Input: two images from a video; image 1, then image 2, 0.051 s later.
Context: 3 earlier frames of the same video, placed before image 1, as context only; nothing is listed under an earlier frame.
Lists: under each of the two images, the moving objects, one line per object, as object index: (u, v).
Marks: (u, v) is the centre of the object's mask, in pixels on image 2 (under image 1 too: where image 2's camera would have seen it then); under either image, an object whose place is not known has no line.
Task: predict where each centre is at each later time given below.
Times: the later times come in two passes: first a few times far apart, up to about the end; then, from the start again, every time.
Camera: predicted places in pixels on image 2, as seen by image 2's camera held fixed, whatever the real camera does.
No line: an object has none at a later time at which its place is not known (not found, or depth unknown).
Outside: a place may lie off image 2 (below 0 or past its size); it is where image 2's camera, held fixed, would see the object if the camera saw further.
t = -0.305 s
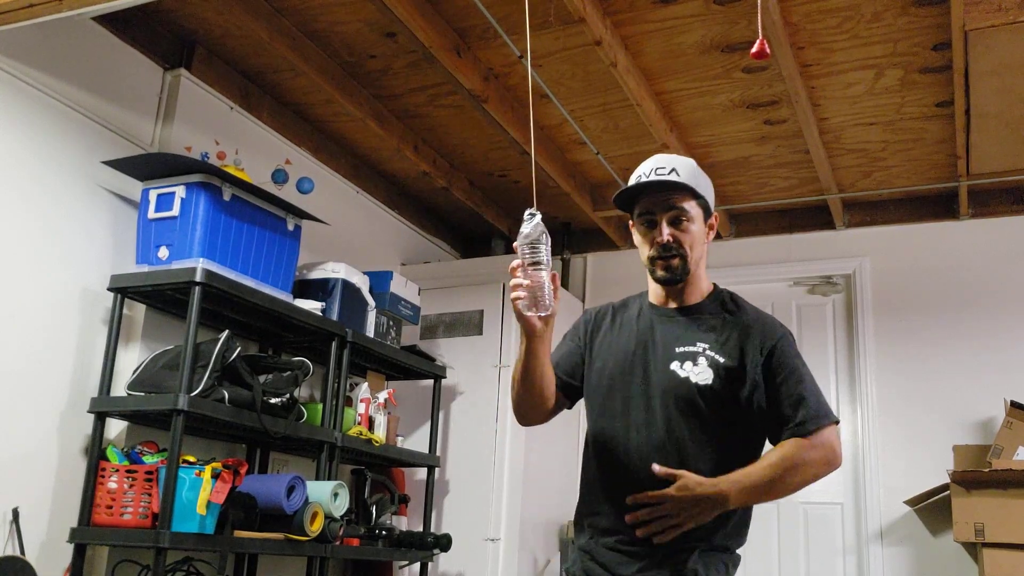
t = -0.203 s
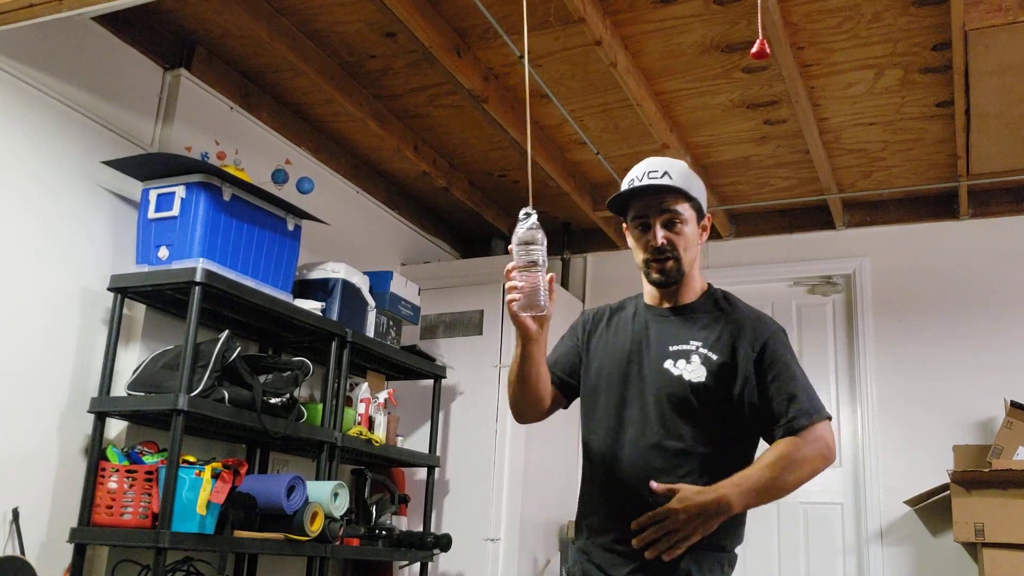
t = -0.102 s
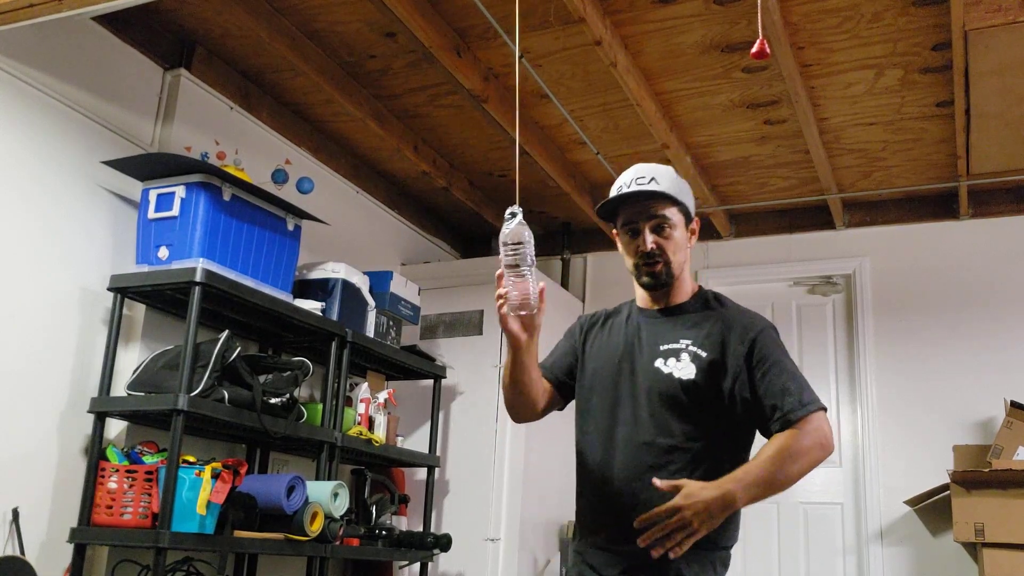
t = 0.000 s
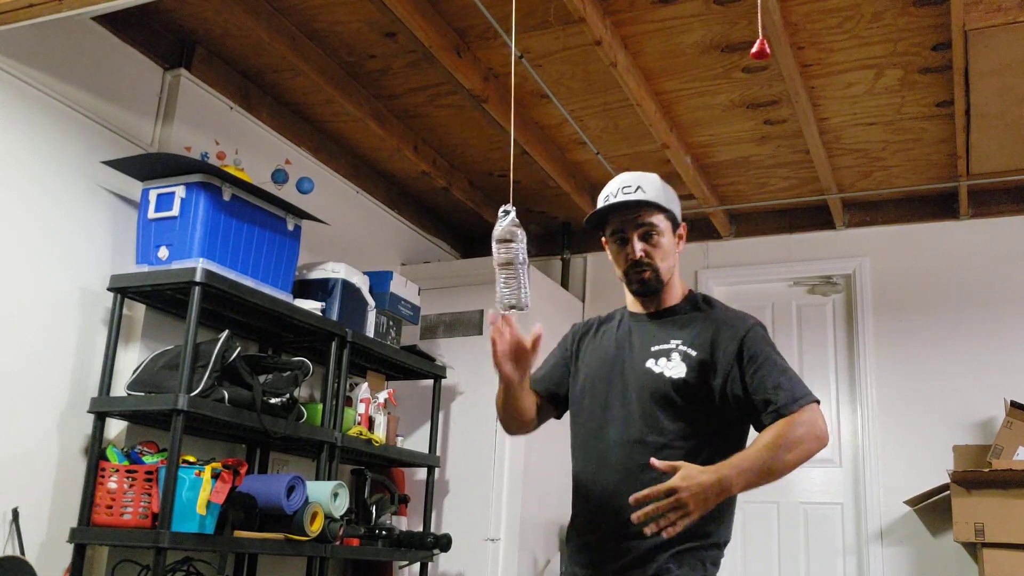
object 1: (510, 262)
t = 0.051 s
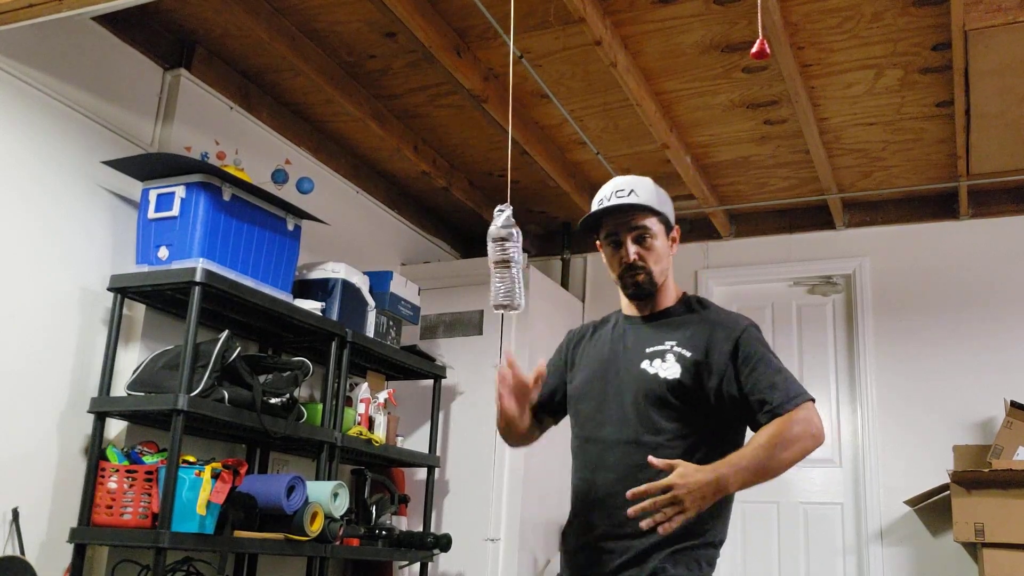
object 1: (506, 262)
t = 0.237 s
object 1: (484, 256)
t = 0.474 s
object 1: (457, 239)
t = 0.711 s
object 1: (444, 218)
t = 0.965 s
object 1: (454, 210)
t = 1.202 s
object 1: (481, 223)
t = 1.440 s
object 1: (509, 244)
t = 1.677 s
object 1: (523, 258)
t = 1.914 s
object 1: (517, 263)
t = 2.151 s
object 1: (497, 260)
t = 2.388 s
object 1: (469, 249)
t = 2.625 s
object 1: (449, 229)
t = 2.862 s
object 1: (447, 212)
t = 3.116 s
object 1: (470, 213)
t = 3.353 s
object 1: (499, 232)
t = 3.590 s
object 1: (520, 251)
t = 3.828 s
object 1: (522, 261)
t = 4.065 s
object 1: (508, 263)
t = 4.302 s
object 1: (484, 257)
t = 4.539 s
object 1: (459, 241)
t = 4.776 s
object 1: (447, 220)
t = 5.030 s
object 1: (459, 210)
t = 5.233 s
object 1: (481, 219)
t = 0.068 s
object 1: (504, 261)
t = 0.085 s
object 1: (502, 260)
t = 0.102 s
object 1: (499, 260)
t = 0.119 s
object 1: (498, 260)
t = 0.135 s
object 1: (495, 259)
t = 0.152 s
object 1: (494, 259)
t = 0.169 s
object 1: (492, 259)
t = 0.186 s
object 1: (490, 258)
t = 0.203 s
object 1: (488, 257)
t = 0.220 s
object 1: (486, 257)
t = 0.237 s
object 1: (484, 256)
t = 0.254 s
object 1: (482, 255)
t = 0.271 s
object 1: (480, 254)
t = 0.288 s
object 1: (478, 253)
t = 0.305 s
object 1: (475, 252)
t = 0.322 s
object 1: (473, 252)
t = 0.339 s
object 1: (471, 250)
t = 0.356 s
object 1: (470, 249)
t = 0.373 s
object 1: (467, 248)
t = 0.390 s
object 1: (466, 246)
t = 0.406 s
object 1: (464, 245)
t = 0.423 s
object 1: (462, 243)
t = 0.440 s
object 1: (461, 242)
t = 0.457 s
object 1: (459, 240)
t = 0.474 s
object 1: (457, 239)
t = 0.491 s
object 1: (455, 238)
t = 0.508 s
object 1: (454, 236)
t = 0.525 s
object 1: (453, 234)
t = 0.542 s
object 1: (451, 233)
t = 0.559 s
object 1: (450, 231)
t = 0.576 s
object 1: (449, 230)
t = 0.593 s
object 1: (448, 229)
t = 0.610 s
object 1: (447, 227)
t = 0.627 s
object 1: (446, 225)
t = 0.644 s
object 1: (445, 224)
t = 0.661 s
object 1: (444, 222)
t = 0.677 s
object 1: (444, 221)
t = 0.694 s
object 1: (443, 219)
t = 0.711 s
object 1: (444, 218)
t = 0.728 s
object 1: (443, 217)
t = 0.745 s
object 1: (443, 216)
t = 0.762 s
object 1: (443, 215)
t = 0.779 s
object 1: (444, 214)
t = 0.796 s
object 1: (444, 212)
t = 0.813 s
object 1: (445, 212)
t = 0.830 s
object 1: (445, 211)
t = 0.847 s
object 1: (446, 210)
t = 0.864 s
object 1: (446, 210)
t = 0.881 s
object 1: (448, 209)
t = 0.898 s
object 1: (449, 209)
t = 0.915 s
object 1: (450, 209)
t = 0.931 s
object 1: (452, 209)
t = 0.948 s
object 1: (453, 209)
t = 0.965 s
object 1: (454, 210)
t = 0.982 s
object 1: (456, 210)
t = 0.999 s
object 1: (458, 210)
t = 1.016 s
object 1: (459, 211)
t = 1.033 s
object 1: (461, 211)
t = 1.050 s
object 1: (463, 212)
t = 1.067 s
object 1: (465, 213)
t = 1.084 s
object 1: (467, 214)
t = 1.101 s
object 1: (469, 215)
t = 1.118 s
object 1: (471, 216)
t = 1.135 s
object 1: (473, 217)
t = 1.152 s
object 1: (475, 219)
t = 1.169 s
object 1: (478, 220)
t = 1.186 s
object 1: (479, 221)
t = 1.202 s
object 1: (481, 223)
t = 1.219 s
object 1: (484, 224)
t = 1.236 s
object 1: (486, 226)
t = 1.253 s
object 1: (488, 227)
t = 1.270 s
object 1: (491, 229)
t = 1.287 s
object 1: (493, 230)
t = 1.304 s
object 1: (495, 232)
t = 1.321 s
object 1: (497, 233)
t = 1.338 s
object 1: (499, 235)
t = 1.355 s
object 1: (501, 237)
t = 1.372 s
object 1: (503, 238)
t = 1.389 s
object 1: (505, 239)
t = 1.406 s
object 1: (506, 241)
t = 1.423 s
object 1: (507, 242)
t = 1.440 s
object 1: (509, 244)
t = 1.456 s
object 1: (511, 245)
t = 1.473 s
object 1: (513, 246)
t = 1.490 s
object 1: (514, 247)
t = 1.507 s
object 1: (516, 248)
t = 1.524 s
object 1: (517, 250)
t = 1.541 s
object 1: (518, 251)
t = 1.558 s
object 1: (518, 252)
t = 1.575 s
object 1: (519, 253)
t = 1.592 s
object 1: (520, 254)
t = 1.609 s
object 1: (521, 255)
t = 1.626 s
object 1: (522, 255)
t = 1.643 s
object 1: (522, 256)
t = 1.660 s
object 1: (522, 257)
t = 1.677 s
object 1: (523, 258)
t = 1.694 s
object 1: (523, 258)
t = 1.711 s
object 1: (524, 259)
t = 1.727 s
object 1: (524, 259)
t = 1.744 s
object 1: (523, 260)
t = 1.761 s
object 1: (523, 260)
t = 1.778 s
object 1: (523, 261)
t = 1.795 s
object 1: (523, 261)
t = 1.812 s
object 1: (522, 261)
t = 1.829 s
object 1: (521, 262)
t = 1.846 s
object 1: (521, 262)
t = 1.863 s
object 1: (520, 262)
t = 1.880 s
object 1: (518, 263)
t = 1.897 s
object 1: (518, 263)
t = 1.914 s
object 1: (517, 263)
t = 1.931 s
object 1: (515, 263)
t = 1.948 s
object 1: (514, 263)
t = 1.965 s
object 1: (514, 263)
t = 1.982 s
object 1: (513, 263)
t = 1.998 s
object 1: (511, 263)
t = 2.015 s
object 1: (509, 263)
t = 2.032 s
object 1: (509, 263)
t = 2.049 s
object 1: (507, 263)
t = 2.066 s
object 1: (506, 262)
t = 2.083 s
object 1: (503, 262)
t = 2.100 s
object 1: (502, 262)
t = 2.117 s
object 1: (501, 261)
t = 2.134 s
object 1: (499, 261)
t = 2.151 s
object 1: (497, 260)
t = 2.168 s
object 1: (495, 260)
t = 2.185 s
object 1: (493, 260)
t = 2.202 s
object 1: (490, 259)
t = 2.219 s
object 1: (489, 258)
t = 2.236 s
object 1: (487, 258)
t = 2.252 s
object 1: (485, 257)
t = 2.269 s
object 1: (483, 256)
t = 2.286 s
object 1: (481, 255)
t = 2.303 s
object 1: (479, 255)
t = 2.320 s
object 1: (477, 254)
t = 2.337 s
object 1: (475, 252)
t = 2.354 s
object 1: (473, 251)
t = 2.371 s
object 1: (471, 251)
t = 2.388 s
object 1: (469, 249)
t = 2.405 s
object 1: (468, 248)
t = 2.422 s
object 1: (465, 247)
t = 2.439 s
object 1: (463, 246)
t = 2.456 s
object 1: (462, 244)
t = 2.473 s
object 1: (460, 242)
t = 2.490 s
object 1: (458, 241)
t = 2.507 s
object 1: (457, 240)
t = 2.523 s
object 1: (456, 238)
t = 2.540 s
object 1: (454, 237)
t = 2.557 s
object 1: (453, 235)
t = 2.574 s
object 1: (451, 234)
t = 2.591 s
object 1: (450, 232)
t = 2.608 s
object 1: (449, 231)
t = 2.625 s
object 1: (449, 229)
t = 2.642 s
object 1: (447, 228)
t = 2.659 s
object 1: (447, 226)
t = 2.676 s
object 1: (446, 224)
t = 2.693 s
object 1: (446, 223)
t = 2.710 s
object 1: (445, 222)
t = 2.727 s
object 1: (445, 220)
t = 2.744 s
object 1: (445, 219)
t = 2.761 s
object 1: (445, 218)
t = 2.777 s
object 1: (445, 216)
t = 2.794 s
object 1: (446, 215)
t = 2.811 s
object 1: (446, 214)
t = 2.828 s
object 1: (446, 213)
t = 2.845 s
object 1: (447, 212)
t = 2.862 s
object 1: (447, 212)
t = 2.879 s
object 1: (448, 211)
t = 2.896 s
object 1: (449, 210)
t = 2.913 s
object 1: (450, 210)
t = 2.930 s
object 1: (451, 209)
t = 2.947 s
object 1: (453, 209)
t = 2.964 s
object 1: (454, 209)
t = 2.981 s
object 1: (455, 209)
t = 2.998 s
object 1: (456, 209)
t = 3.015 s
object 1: (458, 209)
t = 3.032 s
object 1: (460, 210)
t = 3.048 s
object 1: (462, 210)
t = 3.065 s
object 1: (464, 211)
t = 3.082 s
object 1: (466, 211)
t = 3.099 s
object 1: (467, 212)
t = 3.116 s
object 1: (470, 213)
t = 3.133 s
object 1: (471, 214)
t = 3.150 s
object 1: (473, 215)
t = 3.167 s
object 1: (476, 216)
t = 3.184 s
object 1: (478, 217)
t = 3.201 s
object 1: (480, 218)
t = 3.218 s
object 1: (482, 220)
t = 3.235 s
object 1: (484, 221)
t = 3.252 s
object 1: (487, 223)
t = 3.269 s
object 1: (489, 224)
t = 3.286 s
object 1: (490, 226)
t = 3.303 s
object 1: (493, 227)
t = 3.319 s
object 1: (495, 229)
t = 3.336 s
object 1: (497, 230)
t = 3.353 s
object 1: (499, 232)
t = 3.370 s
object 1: (501, 233)
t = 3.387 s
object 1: (502, 235)
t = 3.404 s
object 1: (504, 237)
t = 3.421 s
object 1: (507, 238)
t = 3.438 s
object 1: (508, 239)
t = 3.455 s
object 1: (509, 241)
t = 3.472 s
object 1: (511, 243)
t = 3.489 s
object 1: (513, 244)
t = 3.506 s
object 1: (514, 245)
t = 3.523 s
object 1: (515, 246)
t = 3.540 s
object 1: (517, 248)
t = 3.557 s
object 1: (518, 249)
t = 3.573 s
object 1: (518, 250)
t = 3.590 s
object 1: (520, 251)
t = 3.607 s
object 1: (521, 252)
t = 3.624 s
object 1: (521, 253)
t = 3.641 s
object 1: (522, 254)
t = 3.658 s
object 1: (522, 255)
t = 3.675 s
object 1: (523, 255)
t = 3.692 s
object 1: (524, 256)
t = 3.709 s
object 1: (523, 257)
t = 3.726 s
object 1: (523, 258)
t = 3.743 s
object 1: (524, 258)
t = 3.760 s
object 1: (523, 259)
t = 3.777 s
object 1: (523, 260)
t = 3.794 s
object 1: (523, 260)
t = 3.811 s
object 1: (523, 261)
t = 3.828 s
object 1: (522, 261)
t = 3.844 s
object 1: (522, 261)
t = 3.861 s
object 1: (522, 262)
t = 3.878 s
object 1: (521, 262)
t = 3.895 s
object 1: (520, 262)
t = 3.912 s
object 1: (519, 262)
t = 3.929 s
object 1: (519, 262)
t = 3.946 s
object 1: (517, 263)
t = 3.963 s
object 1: (516, 263)
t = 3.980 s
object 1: (515, 263)
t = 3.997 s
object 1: (513, 263)
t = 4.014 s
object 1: (513, 263)
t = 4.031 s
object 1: (512, 263)
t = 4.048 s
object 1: (509, 263)
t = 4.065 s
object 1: (508, 263)
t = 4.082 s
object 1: (506, 263)
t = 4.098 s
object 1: (506, 262)
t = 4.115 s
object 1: (503, 262)
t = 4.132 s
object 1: (501, 262)
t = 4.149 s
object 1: (500, 261)
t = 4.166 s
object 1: (498, 261)
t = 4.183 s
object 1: (496, 261)
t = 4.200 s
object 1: (495, 260)
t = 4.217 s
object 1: (492, 260)
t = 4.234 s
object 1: (491, 259)
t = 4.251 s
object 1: (489, 259)
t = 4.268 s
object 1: (487, 258)
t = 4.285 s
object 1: (486, 258)
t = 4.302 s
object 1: (484, 257)
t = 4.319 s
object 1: (481, 256)
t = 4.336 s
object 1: (480, 255)
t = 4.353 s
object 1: (478, 254)
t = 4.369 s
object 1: (475, 253)
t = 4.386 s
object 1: (473, 252)
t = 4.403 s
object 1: (472, 251)
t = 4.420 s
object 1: (470, 250)
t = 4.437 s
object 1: (469, 249)
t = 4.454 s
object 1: (466, 248)
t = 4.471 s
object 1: (465, 246)
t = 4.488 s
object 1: (463, 245)
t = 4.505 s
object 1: (461, 244)
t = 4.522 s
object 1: (460, 242)
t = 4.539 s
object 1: (459, 241)
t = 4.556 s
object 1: (457, 240)
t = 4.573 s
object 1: (455, 238)
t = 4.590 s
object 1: (454, 237)
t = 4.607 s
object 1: (453, 235)
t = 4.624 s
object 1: (452, 233)
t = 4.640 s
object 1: (451, 232)
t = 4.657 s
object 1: (450, 230)
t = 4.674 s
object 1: (450, 229)
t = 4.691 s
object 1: (449, 227)
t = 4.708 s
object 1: (448, 226)
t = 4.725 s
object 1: (447, 224)
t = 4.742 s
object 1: (448, 223)
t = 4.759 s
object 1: (447, 221)
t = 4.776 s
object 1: (447, 220)
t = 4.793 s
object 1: (447, 219)
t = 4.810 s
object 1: (447, 218)
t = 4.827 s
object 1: (448, 216)
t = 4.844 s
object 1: (448, 215)
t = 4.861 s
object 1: (448, 214)
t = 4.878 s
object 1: (449, 213)
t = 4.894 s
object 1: (449, 213)
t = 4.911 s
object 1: (450, 212)
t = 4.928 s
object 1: (451, 211)
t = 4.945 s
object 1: (452, 211)
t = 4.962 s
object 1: (453, 210)
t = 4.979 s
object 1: (455, 210)
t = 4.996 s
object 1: (456, 210)
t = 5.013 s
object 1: (457, 210)
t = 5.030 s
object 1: (459, 210)
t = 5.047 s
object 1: (460, 210)
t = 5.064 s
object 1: (462, 211)
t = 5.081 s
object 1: (463, 211)
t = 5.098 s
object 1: (465, 211)
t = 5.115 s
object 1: (467, 212)
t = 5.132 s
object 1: (469, 212)
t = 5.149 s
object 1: (471, 214)
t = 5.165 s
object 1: (473, 215)
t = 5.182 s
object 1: (475, 215)
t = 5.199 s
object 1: (477, 216)
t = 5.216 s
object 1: (480, 217)
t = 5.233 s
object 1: (481, 219)
